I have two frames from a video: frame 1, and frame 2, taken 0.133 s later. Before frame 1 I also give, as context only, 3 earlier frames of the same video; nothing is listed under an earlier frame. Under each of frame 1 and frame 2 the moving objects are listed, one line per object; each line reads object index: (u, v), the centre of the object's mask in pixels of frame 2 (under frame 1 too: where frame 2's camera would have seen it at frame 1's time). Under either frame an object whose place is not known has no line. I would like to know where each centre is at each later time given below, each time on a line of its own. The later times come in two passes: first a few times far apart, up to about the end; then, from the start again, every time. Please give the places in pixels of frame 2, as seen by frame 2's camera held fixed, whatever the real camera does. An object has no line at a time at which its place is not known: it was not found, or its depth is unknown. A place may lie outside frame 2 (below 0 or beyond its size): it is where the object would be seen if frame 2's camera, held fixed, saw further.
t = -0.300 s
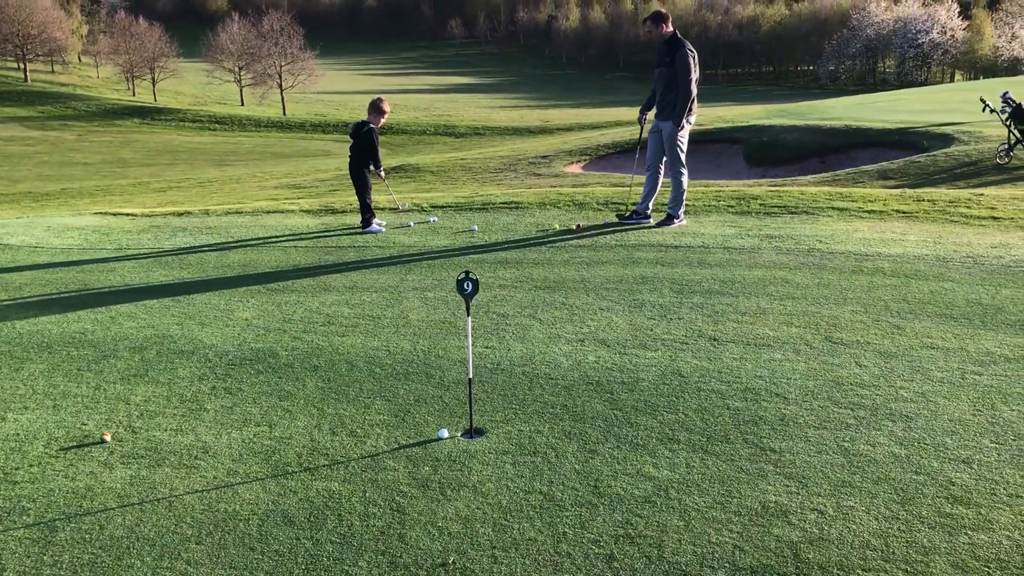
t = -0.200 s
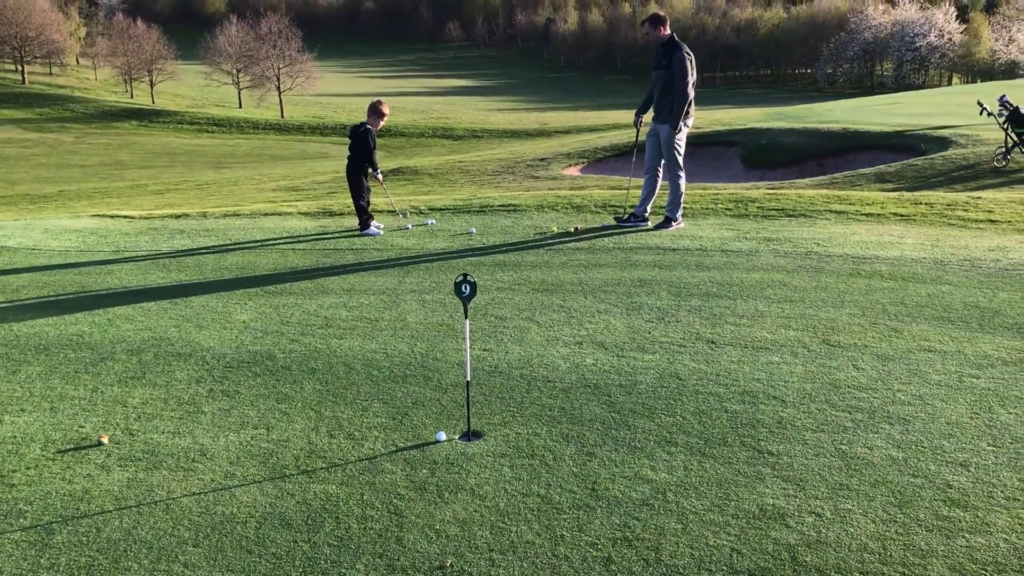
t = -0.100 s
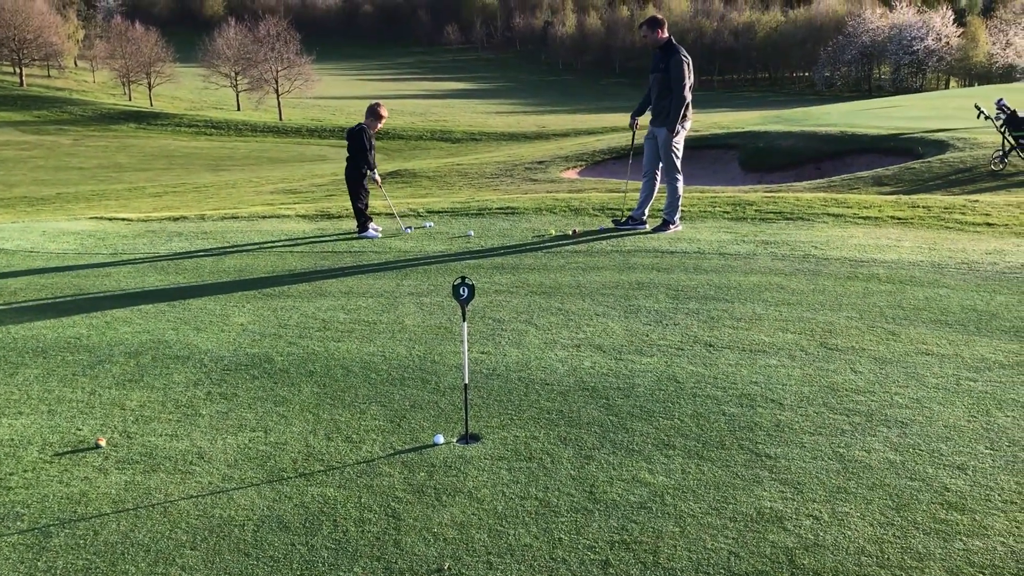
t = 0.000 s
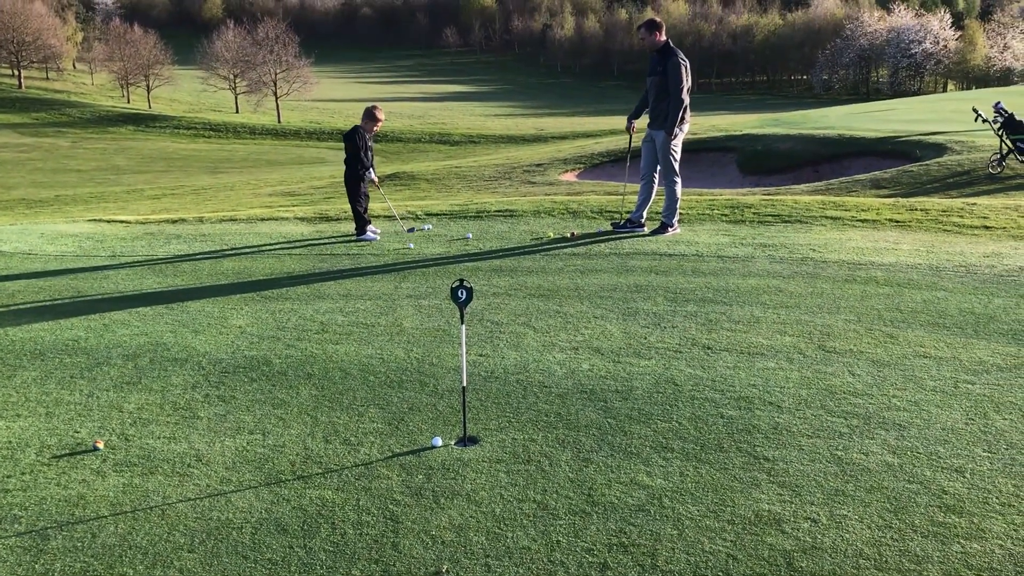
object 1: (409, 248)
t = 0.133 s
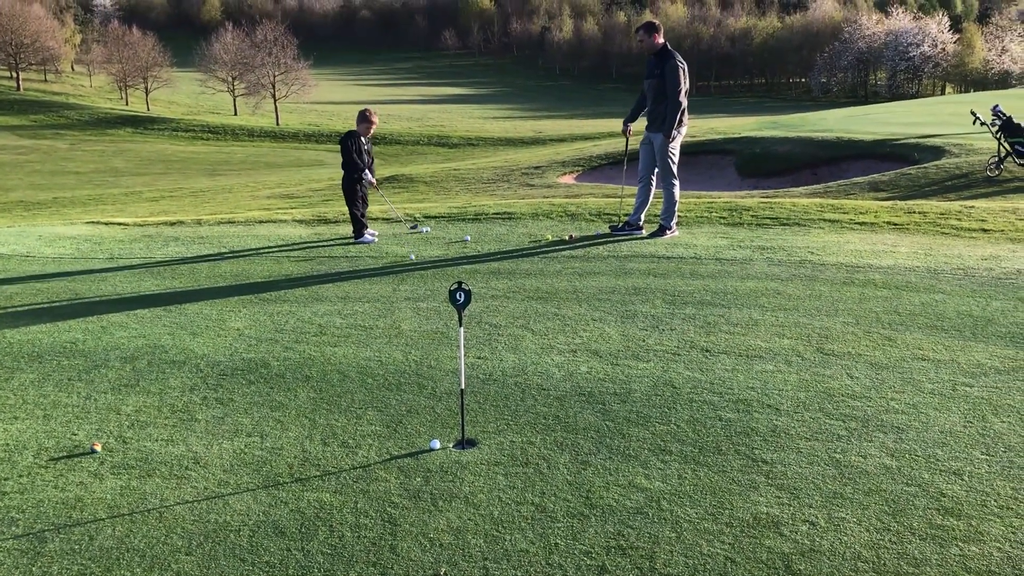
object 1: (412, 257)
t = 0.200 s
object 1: (413, 261)
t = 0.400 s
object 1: (416, 276)
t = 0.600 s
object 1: (419, 290)
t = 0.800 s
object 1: (422, 303)
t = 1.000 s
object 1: (424, 319)
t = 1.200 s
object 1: (428, 334)
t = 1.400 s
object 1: (430, 350)
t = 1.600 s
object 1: (435, 364)
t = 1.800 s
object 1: (440, 378)
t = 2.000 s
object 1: (446, 391)
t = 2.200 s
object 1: (450, 403)
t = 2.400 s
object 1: (453, 413)
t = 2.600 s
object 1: (455, 421)
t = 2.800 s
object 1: (455, 426)
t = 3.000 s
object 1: (457, 429)
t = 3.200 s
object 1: (457, 429)
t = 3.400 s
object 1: (457, 429)
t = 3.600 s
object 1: (457, 428)
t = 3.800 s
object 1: (457, 428)
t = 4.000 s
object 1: (457, 428)
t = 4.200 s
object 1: (457, 428)
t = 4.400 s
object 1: (457, 428)
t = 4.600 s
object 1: (457, 428)
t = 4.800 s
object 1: (457, 428)
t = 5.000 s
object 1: (457, 428)
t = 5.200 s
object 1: (457, 428)
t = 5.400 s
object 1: (457, 428)
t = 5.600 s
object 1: (457, 428)
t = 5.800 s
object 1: (457, 428)
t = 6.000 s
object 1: (456, 428)
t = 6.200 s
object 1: (456, 428)
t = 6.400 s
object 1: (457, 428)
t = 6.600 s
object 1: (457, 428)
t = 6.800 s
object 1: (456, 428)
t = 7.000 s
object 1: (456, 428)
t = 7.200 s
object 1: (456, 428)
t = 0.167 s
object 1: (412, 258)
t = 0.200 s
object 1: (413, 261)
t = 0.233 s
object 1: (413, 264)
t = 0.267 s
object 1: (414, 266)
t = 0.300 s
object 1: (414, 269)
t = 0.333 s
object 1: (415, 271)
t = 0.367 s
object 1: (416, 274)
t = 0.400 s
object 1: (416, 276)
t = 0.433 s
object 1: (416, 278)
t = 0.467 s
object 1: (417, 281)
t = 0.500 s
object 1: (418, 283)
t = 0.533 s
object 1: (418, 285)
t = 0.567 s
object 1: (418, 288)
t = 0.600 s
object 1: (419, 290)
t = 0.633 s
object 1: (419, 292)
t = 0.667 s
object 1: (419, 294)
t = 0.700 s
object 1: (420, 297)
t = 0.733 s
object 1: (421, 299)
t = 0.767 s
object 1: (422, 302)
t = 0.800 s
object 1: (422, 303)
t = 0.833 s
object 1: (423, 306)
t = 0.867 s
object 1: (423, 309)
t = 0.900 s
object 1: (424, 311)
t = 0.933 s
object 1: (424, 314)
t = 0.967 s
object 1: (425, 316)
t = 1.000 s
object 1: (424, 319)
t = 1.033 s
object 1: (425, 322)
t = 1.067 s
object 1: (425, 324)
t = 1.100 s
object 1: (426, 326)
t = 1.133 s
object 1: (426, 327)
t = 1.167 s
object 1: (427, 332)
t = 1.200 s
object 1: (428, 334)
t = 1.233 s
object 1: (428, 337)
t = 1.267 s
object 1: (429, 340)
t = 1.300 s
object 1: (429, 342)
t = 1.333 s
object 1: (430, 343)
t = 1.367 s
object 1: (430, 347)
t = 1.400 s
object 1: (430, 350)
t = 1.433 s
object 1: (431, 352)
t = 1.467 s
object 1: (432, 354)
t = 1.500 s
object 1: (433, 357)
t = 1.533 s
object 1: (433, 359)
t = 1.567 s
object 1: (434, 362)
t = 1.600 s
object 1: (435, 364)
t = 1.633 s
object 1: (436, 366)
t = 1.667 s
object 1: (436, 368)
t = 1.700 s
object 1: (437, 372)
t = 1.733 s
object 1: (438, 373)
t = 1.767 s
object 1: (439, 376)
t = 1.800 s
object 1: (440, 378)
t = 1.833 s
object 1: (441, 380)
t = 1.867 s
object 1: (442, 383)
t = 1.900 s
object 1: (443, 385)
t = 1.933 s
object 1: (443, 387)
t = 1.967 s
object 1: (444, 390)
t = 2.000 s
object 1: (446, 391)
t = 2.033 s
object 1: (446, 393)
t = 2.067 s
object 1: (447, 395)
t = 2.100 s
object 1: (448, 397)
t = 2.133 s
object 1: (449, 399)
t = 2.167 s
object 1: (450, 401)
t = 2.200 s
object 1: (450, 403)
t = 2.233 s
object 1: (451, 405)
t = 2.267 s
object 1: (451, 407)
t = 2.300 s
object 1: (452, 408)
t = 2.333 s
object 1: (452, 410)
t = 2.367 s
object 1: (452, 412)
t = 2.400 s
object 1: (453, 413)
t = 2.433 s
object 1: (453, 414)
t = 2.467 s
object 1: (454, 416)
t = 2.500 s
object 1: (454, 417)
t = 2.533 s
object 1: (454, 419)
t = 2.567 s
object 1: (454, 420)
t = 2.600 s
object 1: (455, 421)
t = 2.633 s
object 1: (455, 422)
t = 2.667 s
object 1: (455, 423)
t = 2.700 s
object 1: (455, 424)
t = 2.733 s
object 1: (455, 425)
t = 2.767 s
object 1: (455, 425)
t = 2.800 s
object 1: (455, 426)
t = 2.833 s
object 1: (456, 427)
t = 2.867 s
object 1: (456, 427)
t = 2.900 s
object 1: (456, 428)
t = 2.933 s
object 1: (457, 428)
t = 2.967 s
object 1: (457, 428)
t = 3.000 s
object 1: (457, 429)
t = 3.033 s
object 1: (457, 429)
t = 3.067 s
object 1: (457, 429)
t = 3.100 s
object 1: (457, 429)
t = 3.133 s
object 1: (457, 429)
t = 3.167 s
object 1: (457, 429)
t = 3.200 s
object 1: (457, 429)
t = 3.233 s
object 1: (457, 429)
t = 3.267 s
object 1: (457, 429)
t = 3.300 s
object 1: (457, 429)
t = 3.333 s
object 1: (457, 429)
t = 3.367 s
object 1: (457, 429)
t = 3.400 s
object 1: (457, 429)
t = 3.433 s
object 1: (457, 428)
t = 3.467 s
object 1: (457, 428)
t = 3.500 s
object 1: (457, 428)
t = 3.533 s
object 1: (457, 428)
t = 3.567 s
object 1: (457, 428)
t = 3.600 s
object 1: (457, 428)
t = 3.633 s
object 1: (457, 428)
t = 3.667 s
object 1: (457, 428)
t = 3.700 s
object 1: (457, 428)
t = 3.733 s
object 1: (457, 428)
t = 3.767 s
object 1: (457, 428)
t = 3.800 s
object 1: (457, 428)
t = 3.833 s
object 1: (457, 428)
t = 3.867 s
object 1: (457, 428)
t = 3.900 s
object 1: (456, 428)
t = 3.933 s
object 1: (457, 428)
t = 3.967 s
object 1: (457, 428)
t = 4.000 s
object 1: (457, 428)
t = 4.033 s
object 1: (457, 428)
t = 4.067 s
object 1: (457, 428)
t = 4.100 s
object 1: (457, 428)
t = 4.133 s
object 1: (457, 428)
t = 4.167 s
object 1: (457, 428)
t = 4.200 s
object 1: (457, 428)
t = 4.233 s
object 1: (457, 428)
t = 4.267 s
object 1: (457, 428)
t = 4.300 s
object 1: (457, 428)
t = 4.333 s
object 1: (457, 428)
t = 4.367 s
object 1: (457, 428)
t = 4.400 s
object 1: (457, 428)
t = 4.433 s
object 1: (457, 428)
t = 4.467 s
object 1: (457, 428)
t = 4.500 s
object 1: (457, 428)
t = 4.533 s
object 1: (457, 428)
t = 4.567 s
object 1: (457, 428)
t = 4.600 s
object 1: (457, 428)
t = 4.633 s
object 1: (457, 428)
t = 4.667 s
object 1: (457, 428)
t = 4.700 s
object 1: (457, 428)
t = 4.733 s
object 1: (457, 428)
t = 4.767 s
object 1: (457, 428)
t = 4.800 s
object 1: (457, 428)
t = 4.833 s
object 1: (457, 428)
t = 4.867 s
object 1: (457, 428)
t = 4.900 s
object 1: (457, 428)
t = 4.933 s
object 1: (457, 428)
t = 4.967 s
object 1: (457, 428)
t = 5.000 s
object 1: (457, 428)
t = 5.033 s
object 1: (457, 428)
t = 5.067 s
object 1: (457, 428)
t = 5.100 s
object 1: (457, 428)
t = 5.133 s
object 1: (457, 428)
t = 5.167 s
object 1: (457, 428)
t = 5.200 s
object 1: (457, 428)
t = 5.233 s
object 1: (456, 428)
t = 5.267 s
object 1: (457, 428)
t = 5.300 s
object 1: (457, 428)
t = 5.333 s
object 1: (456, 428)
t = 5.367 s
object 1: (457, 428)
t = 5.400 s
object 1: (457, 428)
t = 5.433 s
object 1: (457, 428)
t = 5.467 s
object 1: (456, 428)
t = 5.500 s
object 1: (457, 428)
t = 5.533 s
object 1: (457, 428)
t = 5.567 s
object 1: (457, 428)
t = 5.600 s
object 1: (457, 428)
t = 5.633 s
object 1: (457, 428)
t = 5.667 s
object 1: (457, 428)
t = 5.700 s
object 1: (457, 428)
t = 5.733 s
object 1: (457, 428)
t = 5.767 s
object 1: (457, 428)
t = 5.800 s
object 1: (457, 428)
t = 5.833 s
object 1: (457, 428)
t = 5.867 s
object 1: (456, 428)
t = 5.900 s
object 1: (457, 428)
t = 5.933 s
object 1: (456, 428)
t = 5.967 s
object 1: (457, 428)
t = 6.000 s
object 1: (456, 428)
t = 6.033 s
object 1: (456, 428)
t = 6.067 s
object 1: (456, 428)
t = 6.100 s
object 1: (456, 428)
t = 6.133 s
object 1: (456, 428)
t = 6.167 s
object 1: (456, 428)
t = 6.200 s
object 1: (456, 428)
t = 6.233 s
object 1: (456, 428)
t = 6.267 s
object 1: (456, 428)
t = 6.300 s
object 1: (456, 428)
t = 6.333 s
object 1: (456, 428)
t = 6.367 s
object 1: (456, 428)
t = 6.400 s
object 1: (457, 428)
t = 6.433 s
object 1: (457, 428)
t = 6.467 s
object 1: (456, 428)
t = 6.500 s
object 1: (456, 428)
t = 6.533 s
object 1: (456, 428)
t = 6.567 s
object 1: (456, 428)
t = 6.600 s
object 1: (457, 428)
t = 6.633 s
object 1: (457, 428)
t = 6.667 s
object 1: (456, 428)
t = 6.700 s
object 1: (457, 428)
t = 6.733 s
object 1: (457, 428)
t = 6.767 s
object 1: (456, 428)
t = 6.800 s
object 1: (456, 428)
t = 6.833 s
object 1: (456, 428)
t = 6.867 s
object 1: (456, 428)
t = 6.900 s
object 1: (456, 428)
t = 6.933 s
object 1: (456, 428)
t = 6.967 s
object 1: (456, 428)
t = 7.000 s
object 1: (456, 428)
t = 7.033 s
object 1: (456, 428)
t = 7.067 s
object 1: (456, 428)
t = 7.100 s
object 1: (456, 428)
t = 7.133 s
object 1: (456, 428)
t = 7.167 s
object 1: (456, 428)
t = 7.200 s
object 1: (456, 428)
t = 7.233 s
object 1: (457, 428)
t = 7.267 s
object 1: (456, 428)
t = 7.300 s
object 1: (456, 428)
